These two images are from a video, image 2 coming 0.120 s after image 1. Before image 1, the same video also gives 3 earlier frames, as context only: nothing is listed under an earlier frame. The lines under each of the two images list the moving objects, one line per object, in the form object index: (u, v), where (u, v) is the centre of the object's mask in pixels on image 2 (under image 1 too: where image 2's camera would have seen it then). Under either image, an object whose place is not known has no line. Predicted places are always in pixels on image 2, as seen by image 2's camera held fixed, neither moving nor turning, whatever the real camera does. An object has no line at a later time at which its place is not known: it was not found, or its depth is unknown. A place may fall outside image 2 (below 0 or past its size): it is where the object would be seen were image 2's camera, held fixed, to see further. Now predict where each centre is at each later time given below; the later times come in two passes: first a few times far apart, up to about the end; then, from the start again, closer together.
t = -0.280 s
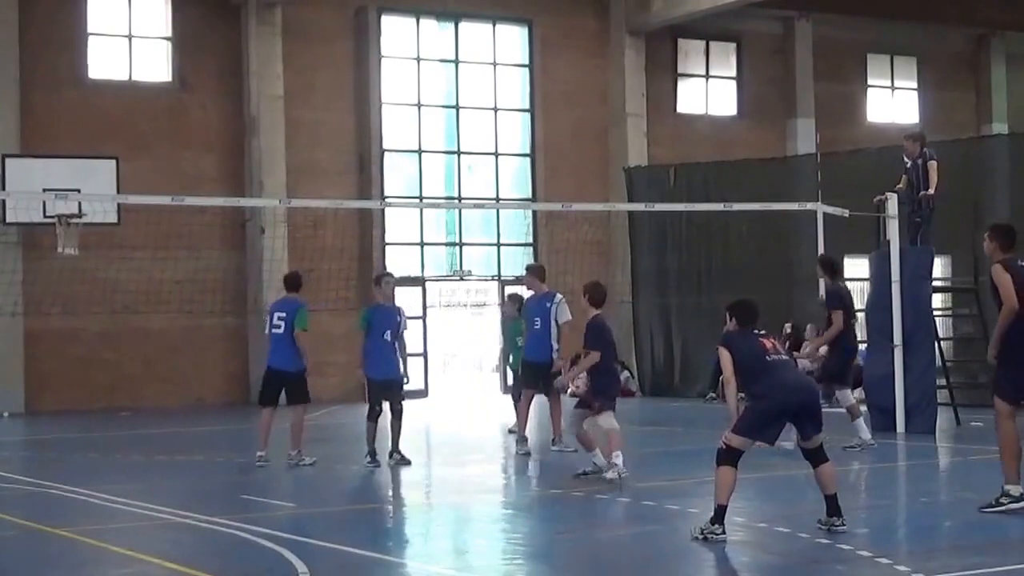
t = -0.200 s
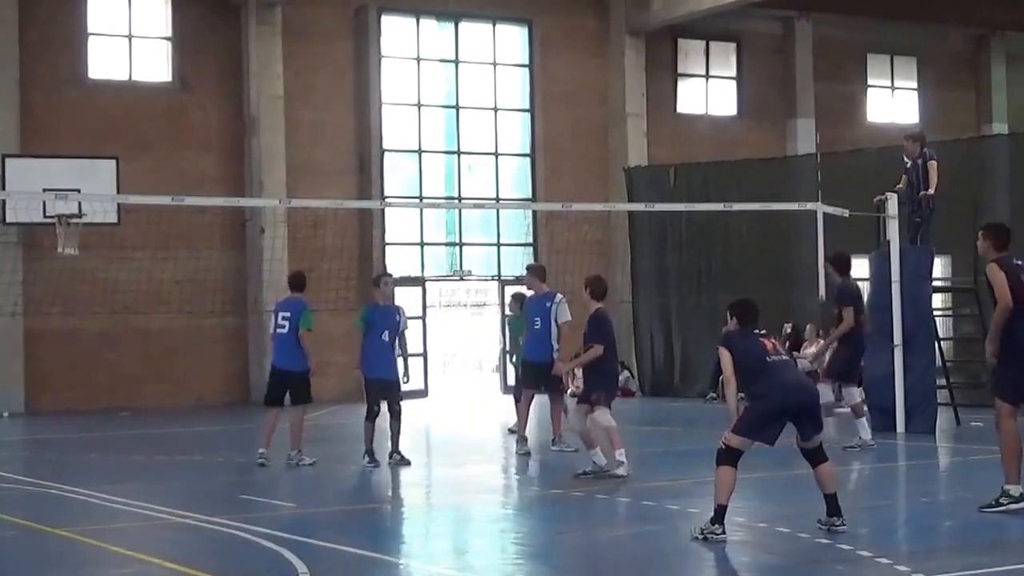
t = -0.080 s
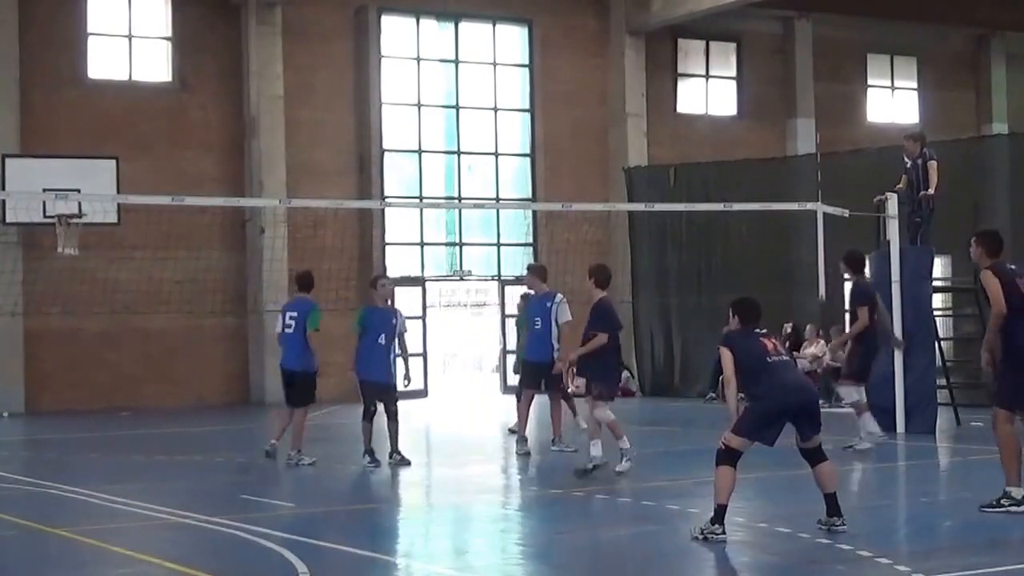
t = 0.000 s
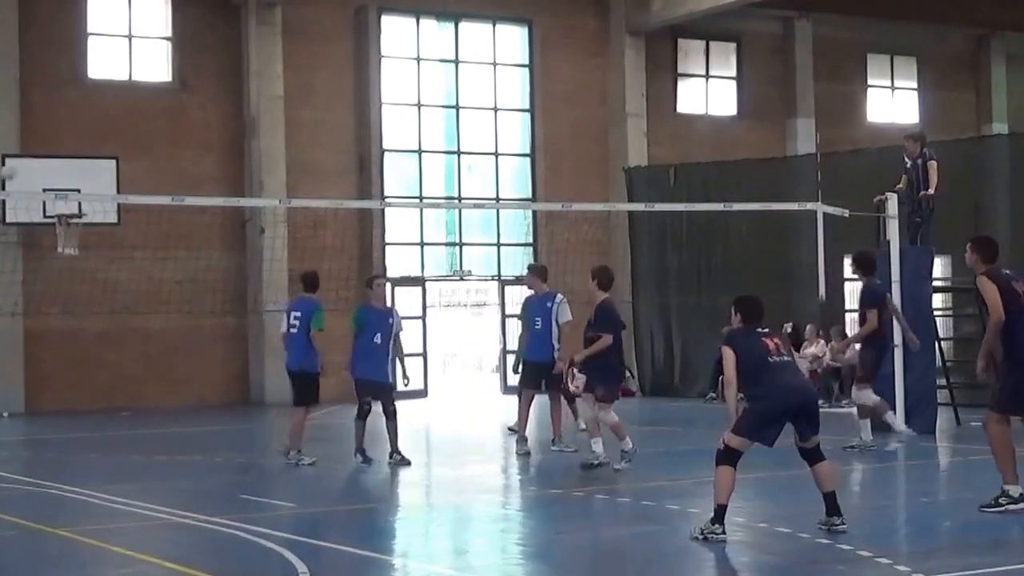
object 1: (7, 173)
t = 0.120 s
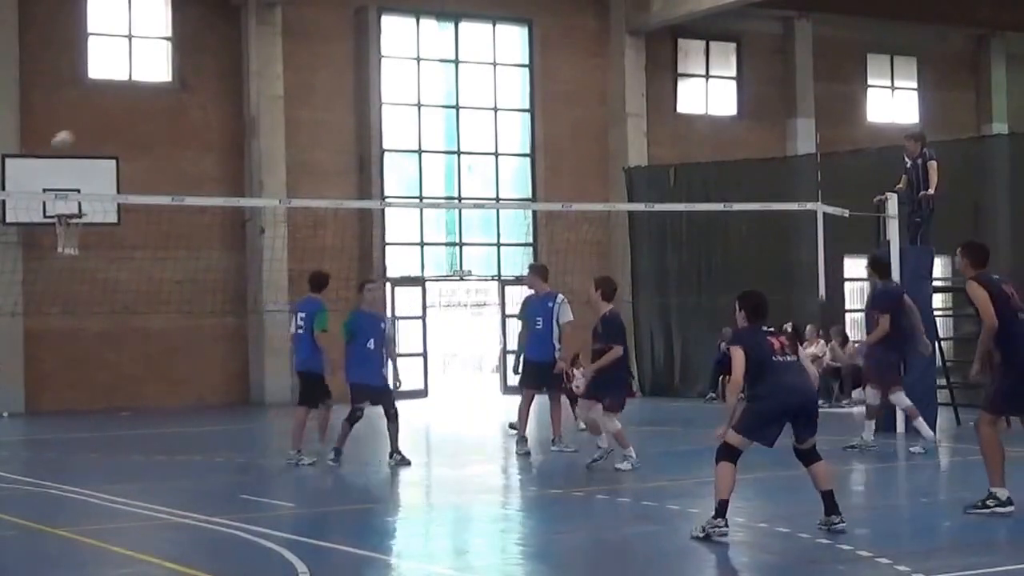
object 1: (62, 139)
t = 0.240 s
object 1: (126, 117)
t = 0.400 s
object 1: (223, 108)
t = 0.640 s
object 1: (415, 156)
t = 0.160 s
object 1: (83, 129)
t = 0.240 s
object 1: (126, 117)
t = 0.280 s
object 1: (148, 113)
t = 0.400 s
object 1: (223, 108)
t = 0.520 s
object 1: (313, 120)
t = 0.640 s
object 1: (415, 156)
